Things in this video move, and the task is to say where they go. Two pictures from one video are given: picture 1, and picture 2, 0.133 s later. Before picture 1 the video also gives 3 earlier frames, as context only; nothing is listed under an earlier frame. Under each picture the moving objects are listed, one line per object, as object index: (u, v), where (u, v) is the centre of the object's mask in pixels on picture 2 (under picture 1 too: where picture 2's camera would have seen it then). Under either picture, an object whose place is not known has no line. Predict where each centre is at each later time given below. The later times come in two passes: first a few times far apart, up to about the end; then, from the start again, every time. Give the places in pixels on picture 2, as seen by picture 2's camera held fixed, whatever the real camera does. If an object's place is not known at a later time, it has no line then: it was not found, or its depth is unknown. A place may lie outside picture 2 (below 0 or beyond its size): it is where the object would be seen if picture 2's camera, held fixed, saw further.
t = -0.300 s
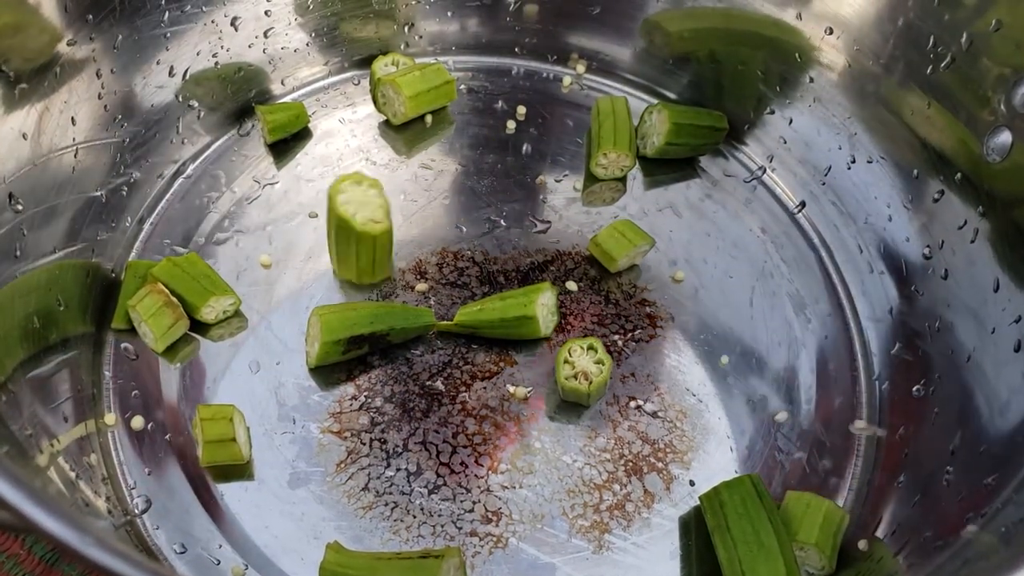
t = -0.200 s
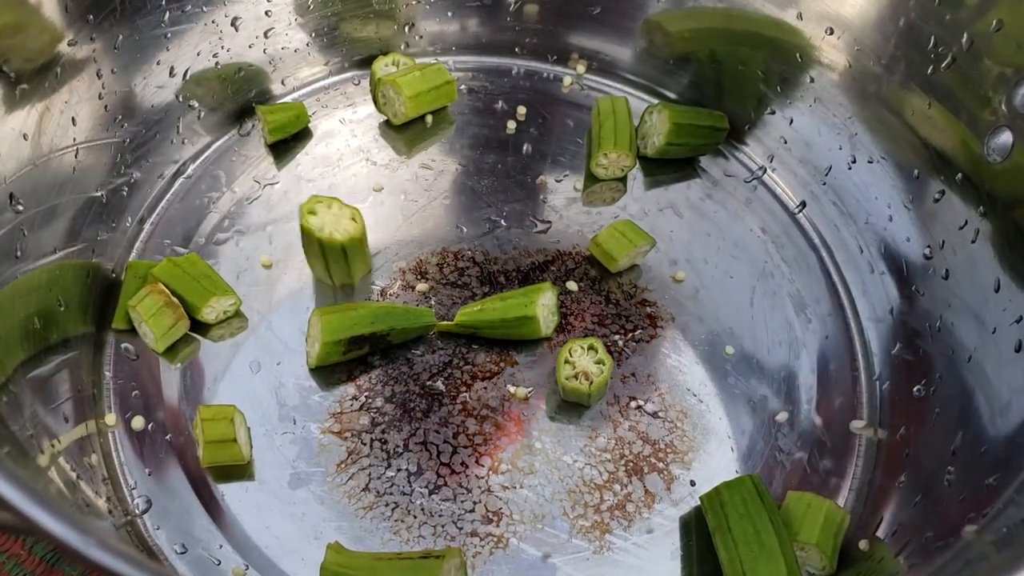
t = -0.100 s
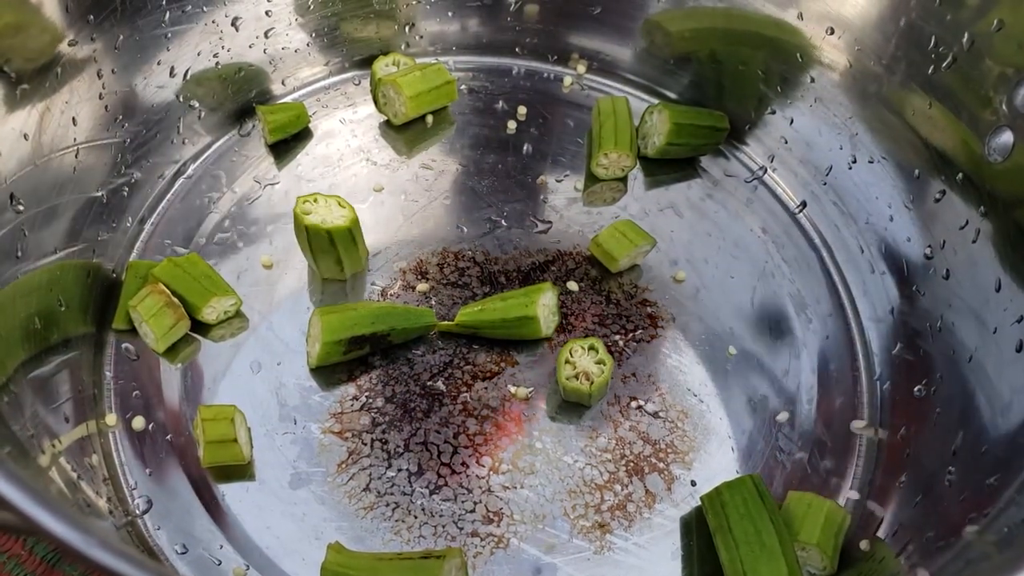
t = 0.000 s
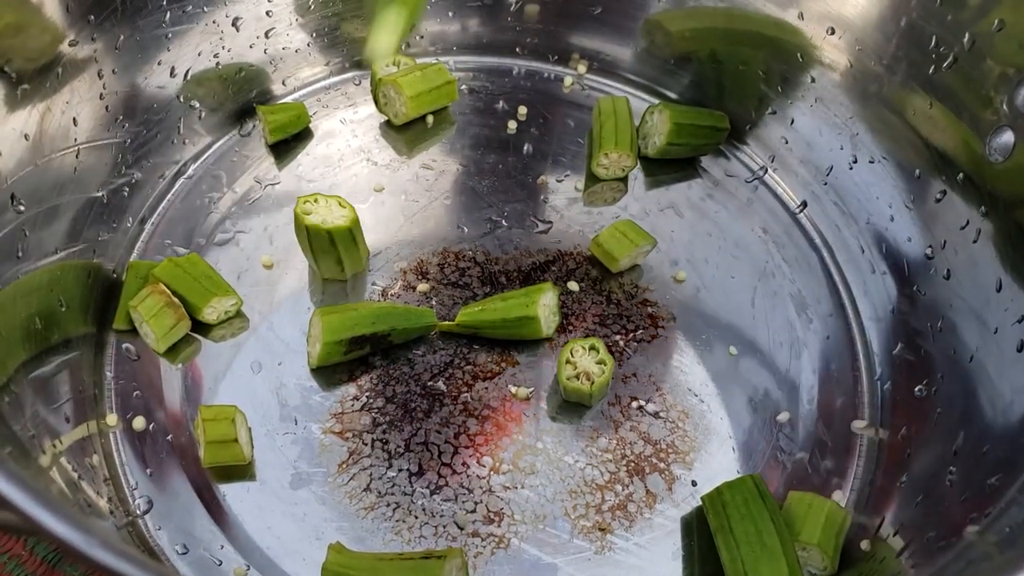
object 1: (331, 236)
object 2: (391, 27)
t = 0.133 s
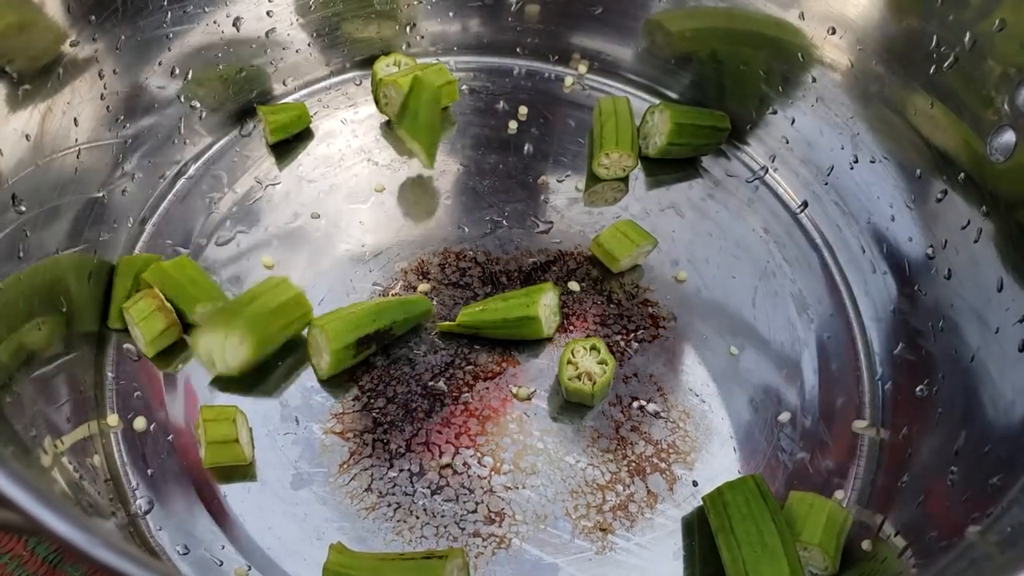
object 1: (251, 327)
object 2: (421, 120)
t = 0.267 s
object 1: (249, 358)
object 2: (482, 120)
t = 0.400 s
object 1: (248, 357)
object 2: (483, 122)
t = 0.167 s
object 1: (246, 340)
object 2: (435, 112)
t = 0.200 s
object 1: (247, 355)
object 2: (451, 105)
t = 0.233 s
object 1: (246, 359)
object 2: (468, 115)
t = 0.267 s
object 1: (249, 358)
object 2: (482, 120)
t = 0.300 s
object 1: (246, 355)
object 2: (489, 122)
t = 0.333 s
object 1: (245, 356)
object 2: (488, 123)
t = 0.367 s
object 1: (248, 357)
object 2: (486, 122)
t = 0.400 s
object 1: (248, 357)
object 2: (483, 122)
